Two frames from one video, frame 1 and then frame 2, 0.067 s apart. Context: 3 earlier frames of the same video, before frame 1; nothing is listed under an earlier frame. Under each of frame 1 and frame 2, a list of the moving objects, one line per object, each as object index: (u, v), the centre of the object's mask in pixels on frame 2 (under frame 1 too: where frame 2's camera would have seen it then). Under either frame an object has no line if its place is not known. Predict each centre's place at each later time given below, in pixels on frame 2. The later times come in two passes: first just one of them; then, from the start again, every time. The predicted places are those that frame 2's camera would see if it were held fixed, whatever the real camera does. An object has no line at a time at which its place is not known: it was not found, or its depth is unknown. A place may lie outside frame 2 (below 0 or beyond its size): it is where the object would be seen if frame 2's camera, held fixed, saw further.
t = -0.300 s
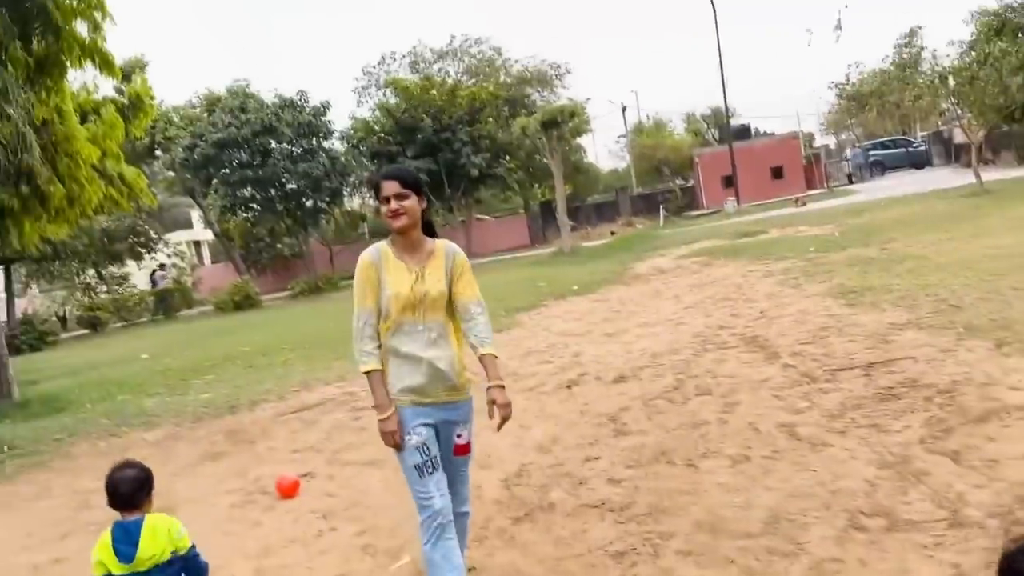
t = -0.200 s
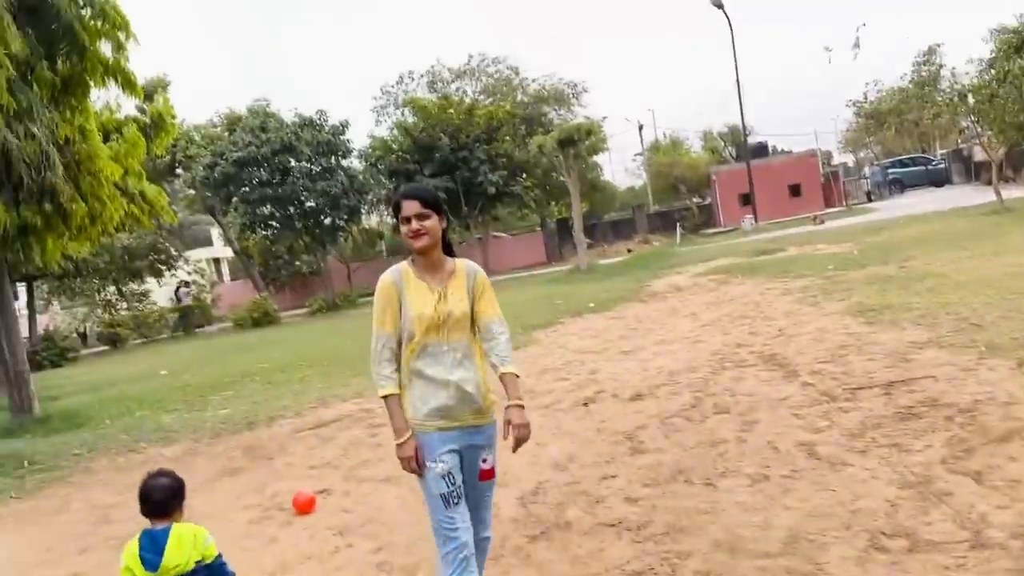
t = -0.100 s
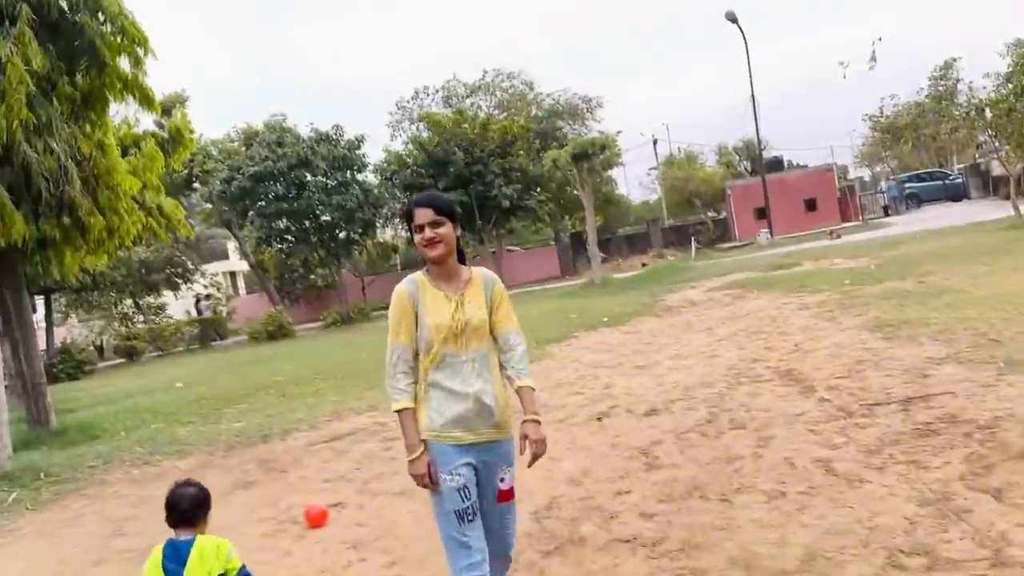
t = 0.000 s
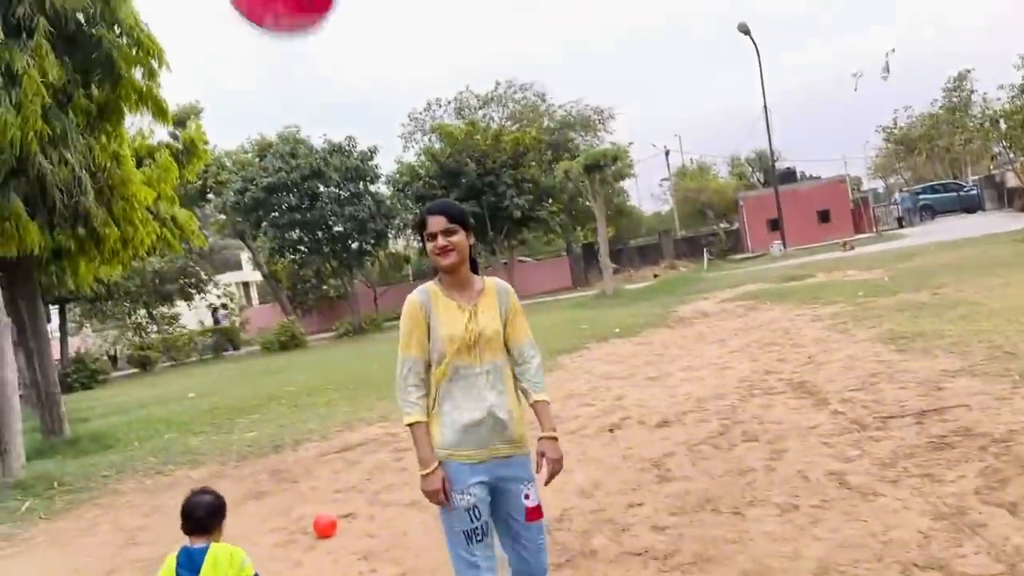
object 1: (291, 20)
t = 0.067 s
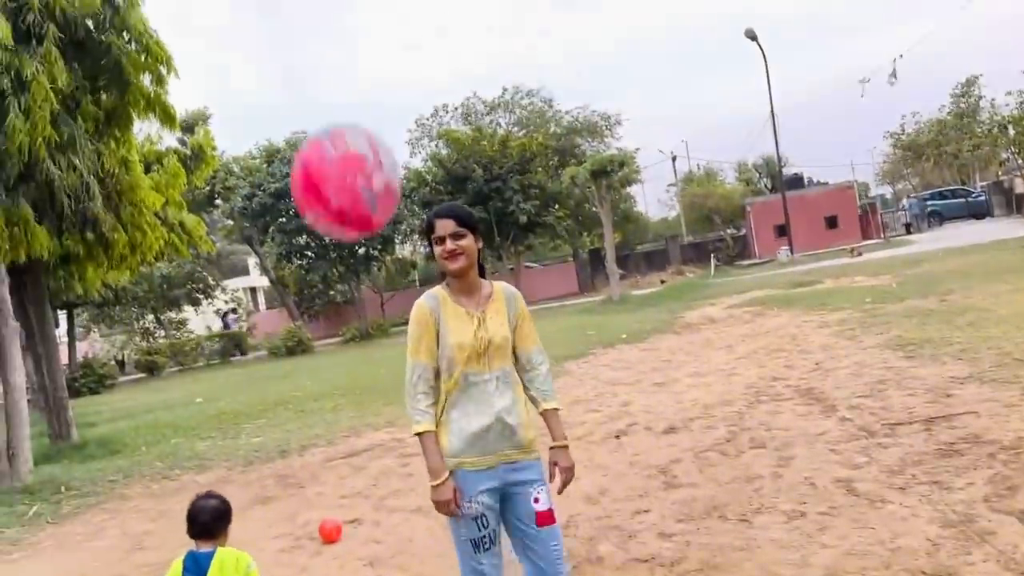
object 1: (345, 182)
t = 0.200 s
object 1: (440, 542)
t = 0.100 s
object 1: (371, 278)
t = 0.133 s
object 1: (396, 373)
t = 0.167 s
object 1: (420, 469)
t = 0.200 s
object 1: (440, 542)
